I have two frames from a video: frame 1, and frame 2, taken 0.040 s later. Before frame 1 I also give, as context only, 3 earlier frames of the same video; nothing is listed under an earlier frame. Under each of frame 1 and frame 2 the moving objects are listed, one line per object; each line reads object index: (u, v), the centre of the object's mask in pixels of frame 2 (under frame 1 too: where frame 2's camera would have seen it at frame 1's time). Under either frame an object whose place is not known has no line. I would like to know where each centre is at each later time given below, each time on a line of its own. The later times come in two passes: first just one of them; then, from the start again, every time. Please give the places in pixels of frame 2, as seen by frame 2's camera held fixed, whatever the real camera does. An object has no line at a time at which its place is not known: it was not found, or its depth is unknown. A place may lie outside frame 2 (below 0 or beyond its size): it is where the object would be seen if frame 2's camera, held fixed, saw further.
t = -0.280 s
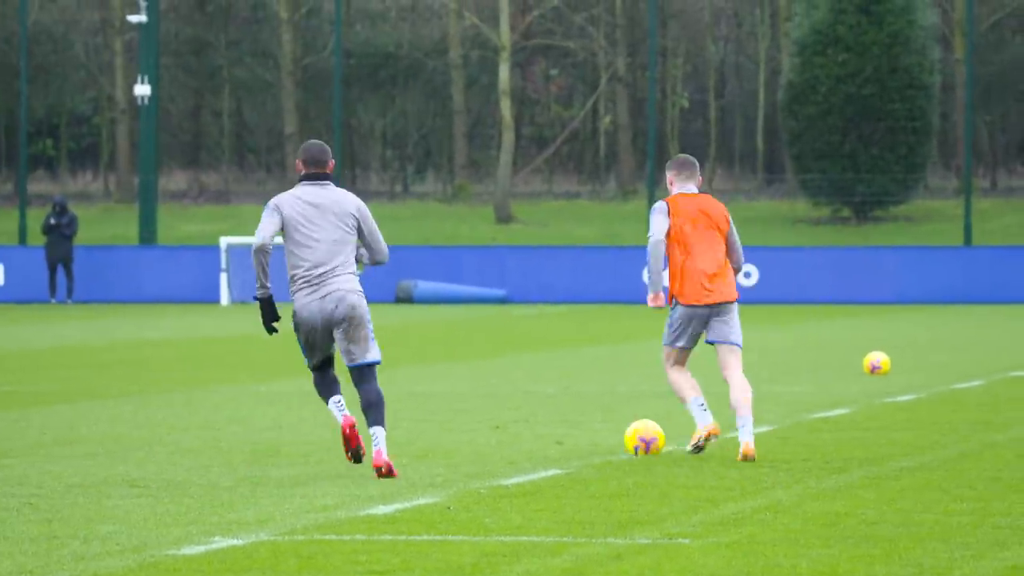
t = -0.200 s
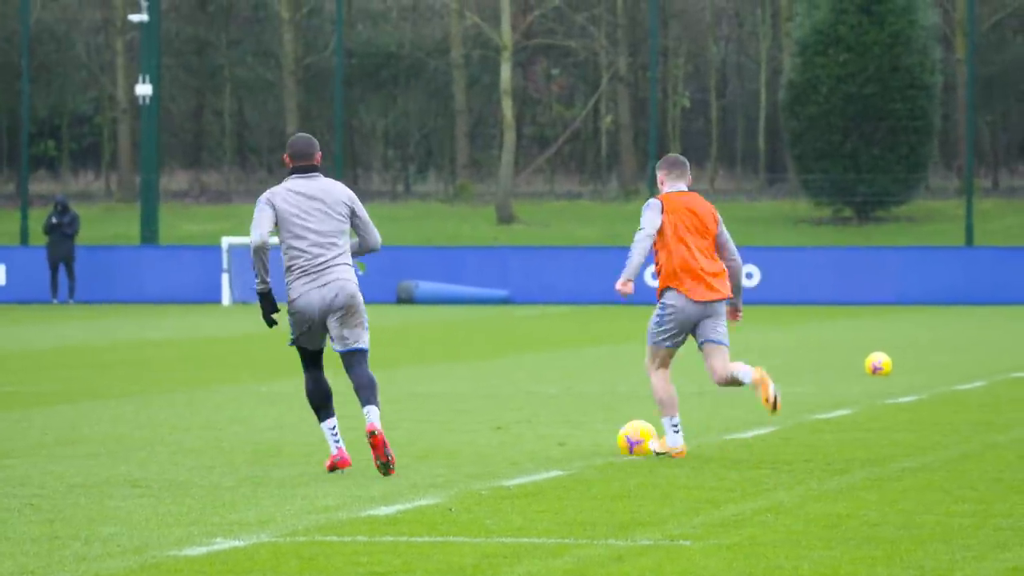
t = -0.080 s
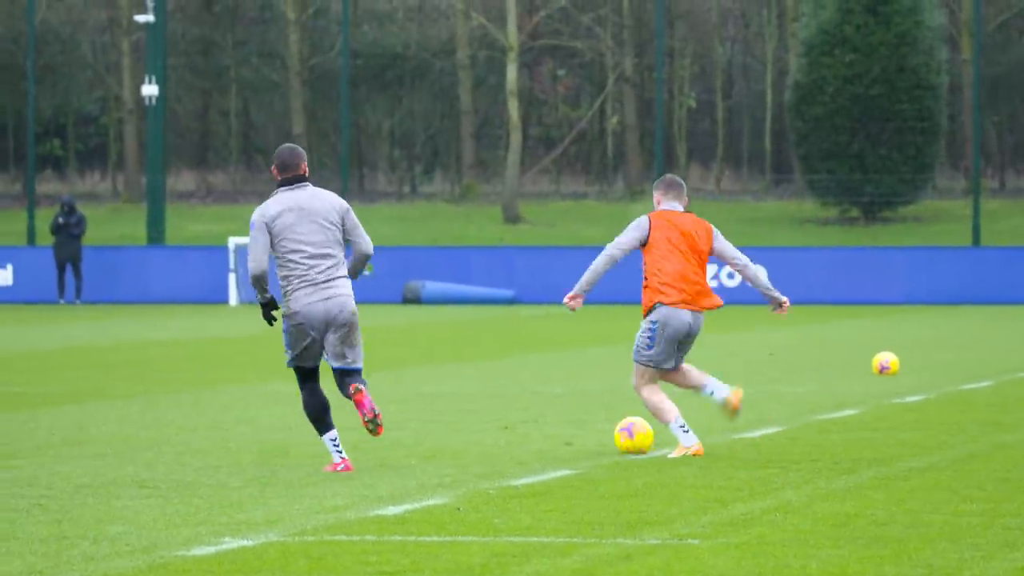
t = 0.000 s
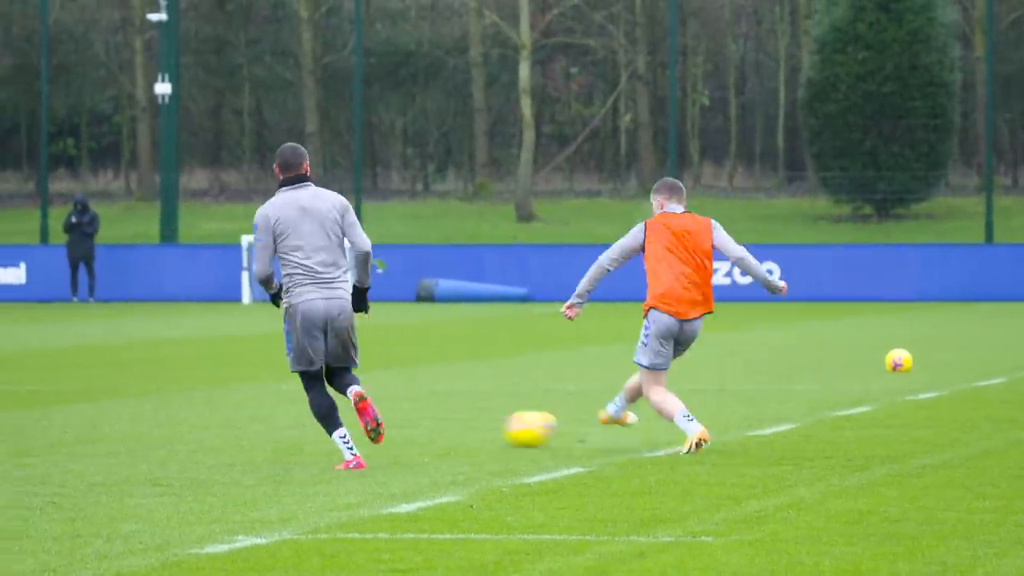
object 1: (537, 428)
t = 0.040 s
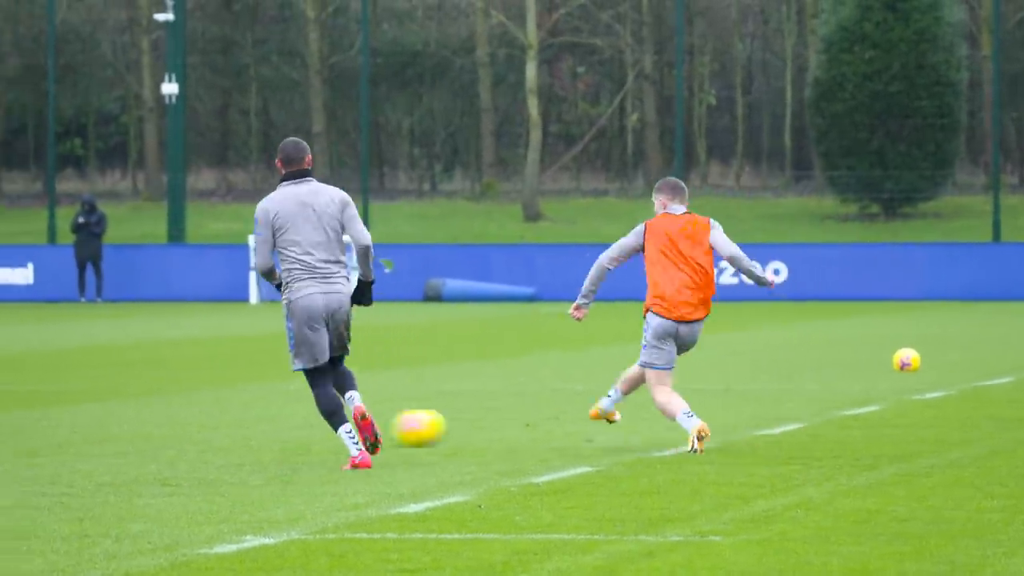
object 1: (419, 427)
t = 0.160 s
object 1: (89, 427)
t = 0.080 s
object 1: (303, 427)
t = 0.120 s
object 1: (195, 427)
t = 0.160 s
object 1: (89, 427)
